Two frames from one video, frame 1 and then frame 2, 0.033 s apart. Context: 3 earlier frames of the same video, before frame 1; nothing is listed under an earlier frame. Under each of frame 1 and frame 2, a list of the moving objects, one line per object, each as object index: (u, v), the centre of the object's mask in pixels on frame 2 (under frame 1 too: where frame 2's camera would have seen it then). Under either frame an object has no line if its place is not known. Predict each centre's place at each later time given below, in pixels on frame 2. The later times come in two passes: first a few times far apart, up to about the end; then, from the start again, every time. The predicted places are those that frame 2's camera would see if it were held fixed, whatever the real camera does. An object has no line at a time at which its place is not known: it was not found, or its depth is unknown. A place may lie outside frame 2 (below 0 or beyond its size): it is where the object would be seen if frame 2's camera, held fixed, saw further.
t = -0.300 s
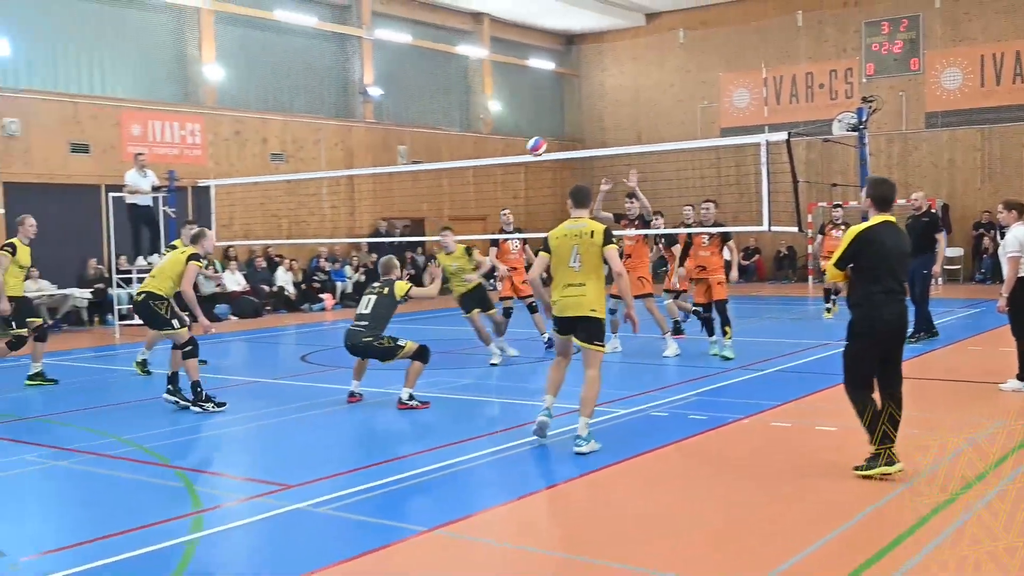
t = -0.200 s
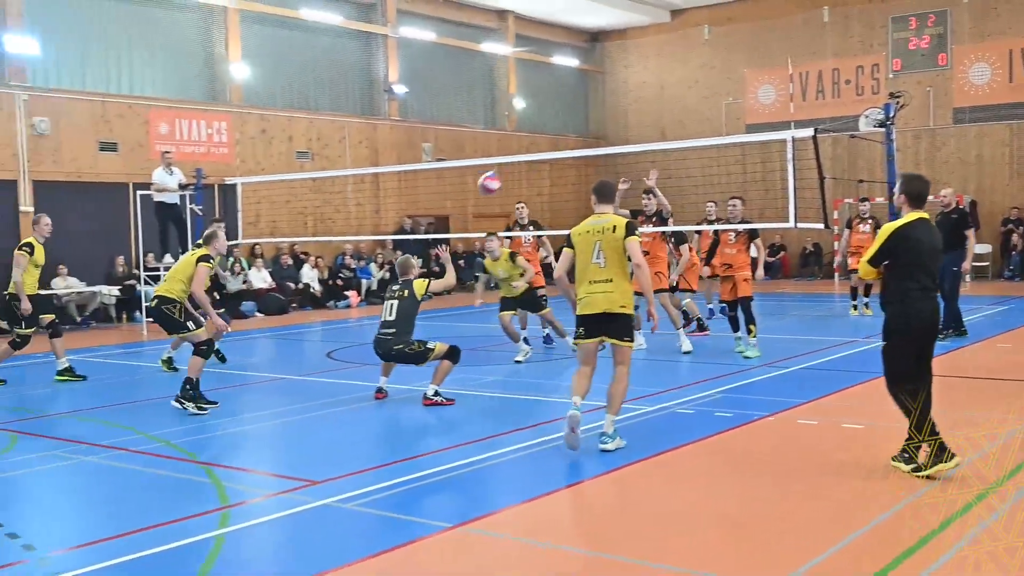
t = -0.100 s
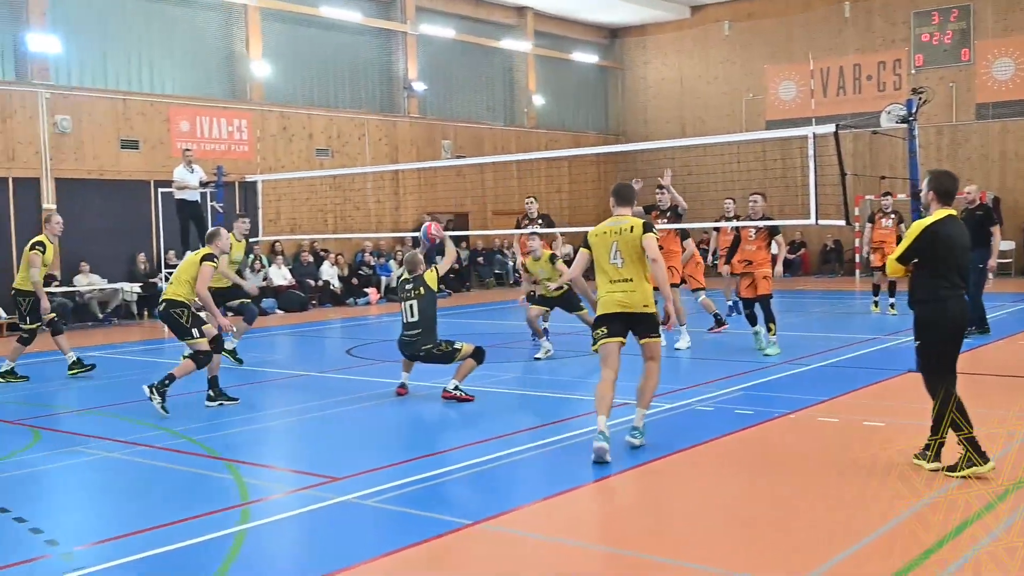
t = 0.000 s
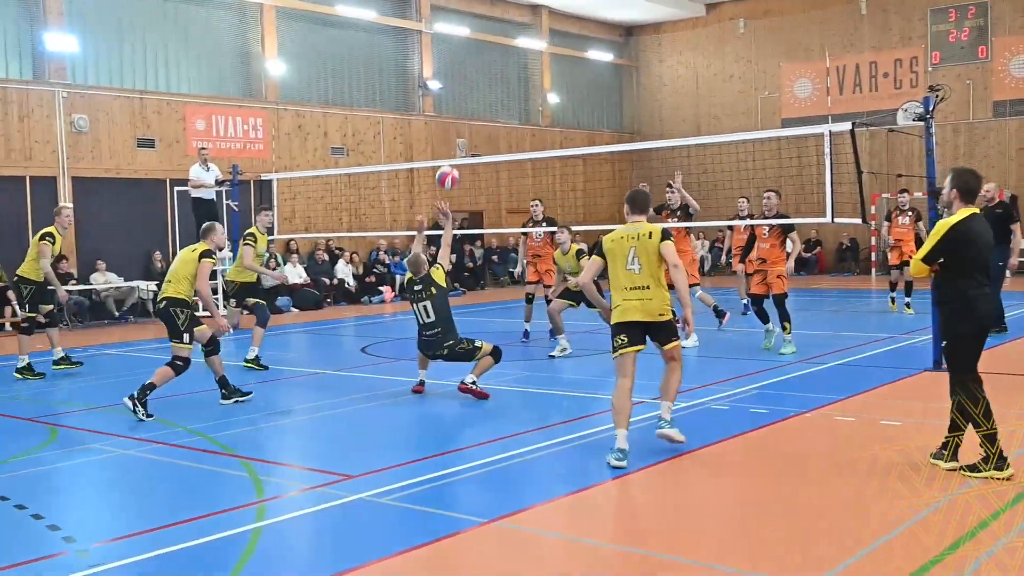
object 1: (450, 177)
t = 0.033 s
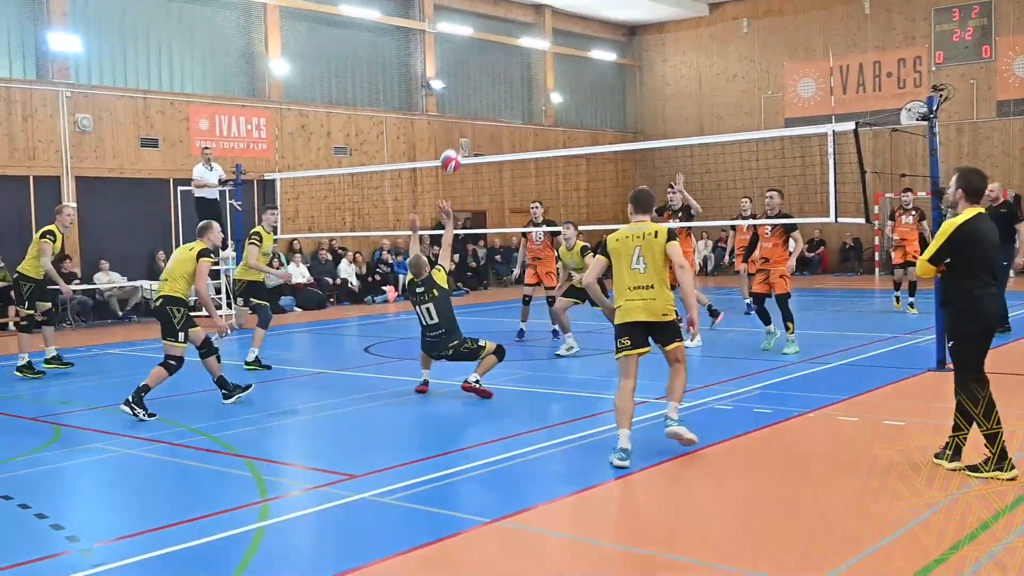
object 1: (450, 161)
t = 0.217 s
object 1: (459, 95)
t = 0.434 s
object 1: (469, 65)
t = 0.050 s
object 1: (451, 152)
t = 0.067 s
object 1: (451, 146)
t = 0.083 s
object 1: (451, 139)
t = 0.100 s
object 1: (453, 132)
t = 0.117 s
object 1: (454, 126)
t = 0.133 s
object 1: (455, 120)
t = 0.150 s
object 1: (455, 114)
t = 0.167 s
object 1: (456, 109)
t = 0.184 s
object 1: (457, 104)
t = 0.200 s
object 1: (458, 99)
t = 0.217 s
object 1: (459, 95)
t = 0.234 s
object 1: (460, 91)
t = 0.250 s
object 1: (461, 87)
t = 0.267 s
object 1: (461, 84)
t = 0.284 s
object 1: (462, 81)
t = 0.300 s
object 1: (463, 78)
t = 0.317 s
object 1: (464, 75)
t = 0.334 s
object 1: (465, 73)
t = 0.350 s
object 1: (465, 71)
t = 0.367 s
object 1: (466, 69)
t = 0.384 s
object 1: (466, 68)
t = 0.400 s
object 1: (467, 66)
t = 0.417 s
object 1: (468, 65)
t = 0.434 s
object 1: (469, 65)
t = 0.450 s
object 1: (469, 65)
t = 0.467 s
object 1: (470, 64)
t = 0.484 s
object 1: (470, 65)
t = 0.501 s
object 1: (471, 65)
